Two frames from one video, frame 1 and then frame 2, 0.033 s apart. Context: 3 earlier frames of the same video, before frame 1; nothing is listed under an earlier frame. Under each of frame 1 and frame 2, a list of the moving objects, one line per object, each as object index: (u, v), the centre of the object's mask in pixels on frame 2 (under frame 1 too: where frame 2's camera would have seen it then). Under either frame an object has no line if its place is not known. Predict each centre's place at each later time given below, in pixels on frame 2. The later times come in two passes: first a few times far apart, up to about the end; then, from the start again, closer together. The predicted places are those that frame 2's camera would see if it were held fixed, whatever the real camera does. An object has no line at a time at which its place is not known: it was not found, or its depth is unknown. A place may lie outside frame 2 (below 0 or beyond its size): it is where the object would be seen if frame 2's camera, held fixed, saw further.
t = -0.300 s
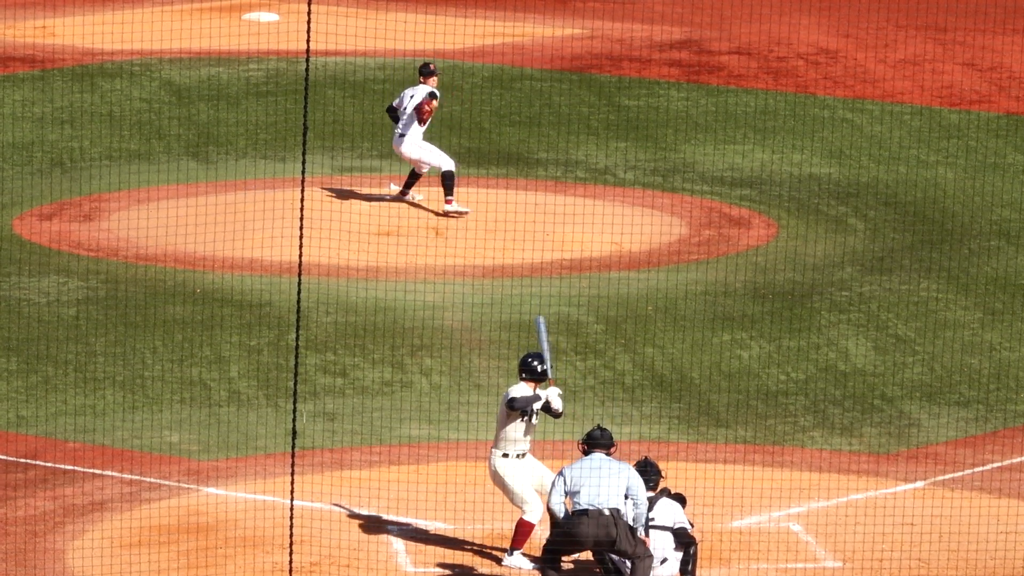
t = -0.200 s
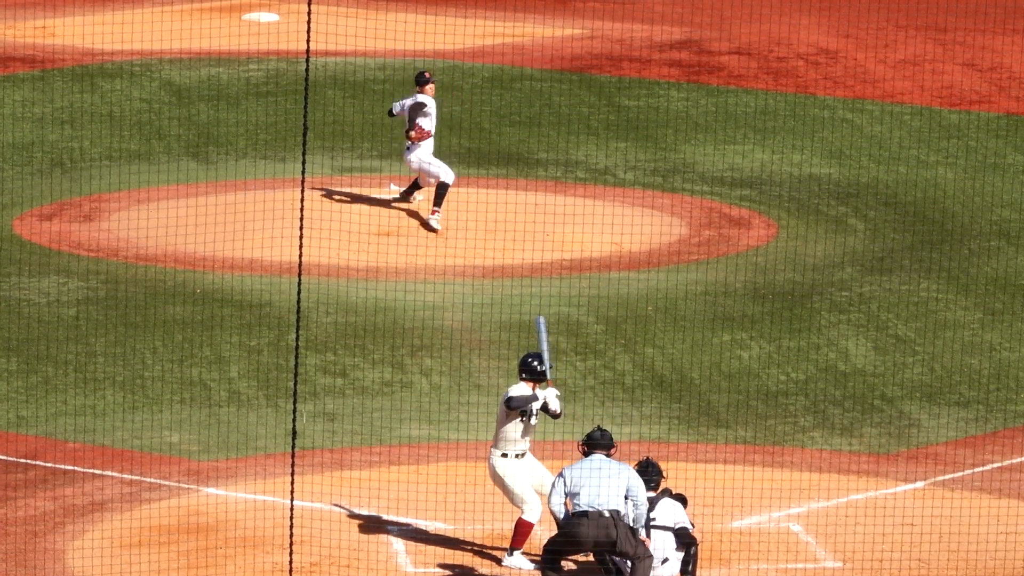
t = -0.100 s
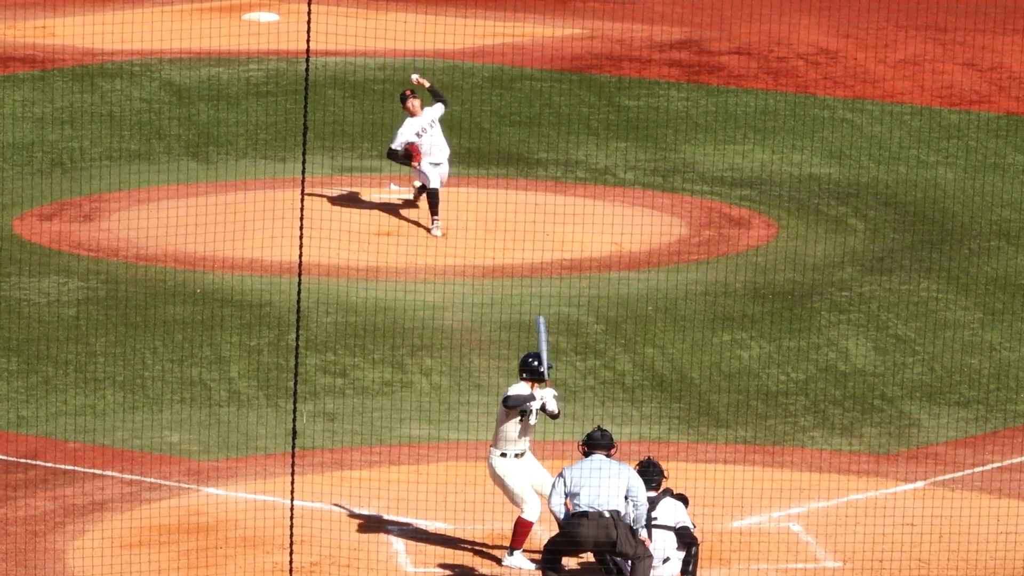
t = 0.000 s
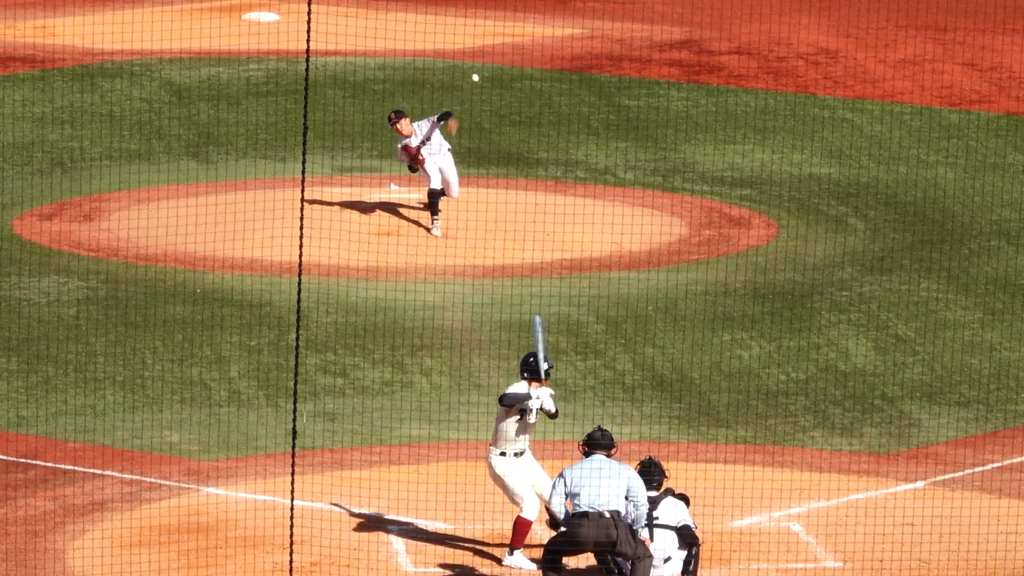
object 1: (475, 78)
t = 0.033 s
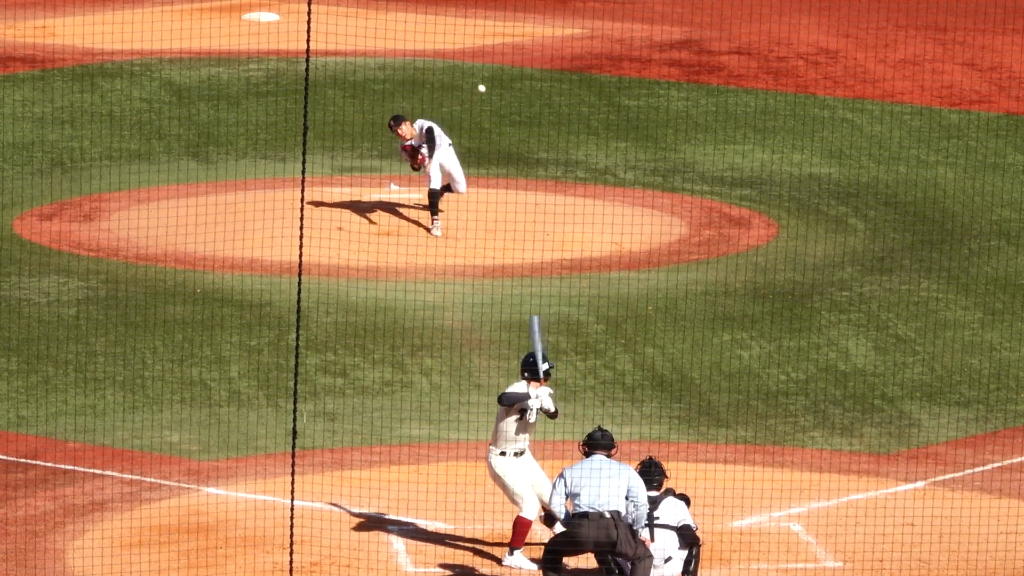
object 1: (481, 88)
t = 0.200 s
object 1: (520, 162)
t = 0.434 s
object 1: (593, 341)
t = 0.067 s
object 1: (488, 100)
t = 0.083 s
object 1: (492, 107)
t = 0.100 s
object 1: (495, 114)
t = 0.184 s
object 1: (515, 153)
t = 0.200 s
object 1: (520, 162)
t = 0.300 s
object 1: (548, 227)
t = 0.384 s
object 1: (575, 294)
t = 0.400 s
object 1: (582, 309)
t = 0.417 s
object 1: (587, 324)
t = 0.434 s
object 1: (593, 341)
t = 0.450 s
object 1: (600, 357)
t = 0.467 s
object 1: (607, 375)
